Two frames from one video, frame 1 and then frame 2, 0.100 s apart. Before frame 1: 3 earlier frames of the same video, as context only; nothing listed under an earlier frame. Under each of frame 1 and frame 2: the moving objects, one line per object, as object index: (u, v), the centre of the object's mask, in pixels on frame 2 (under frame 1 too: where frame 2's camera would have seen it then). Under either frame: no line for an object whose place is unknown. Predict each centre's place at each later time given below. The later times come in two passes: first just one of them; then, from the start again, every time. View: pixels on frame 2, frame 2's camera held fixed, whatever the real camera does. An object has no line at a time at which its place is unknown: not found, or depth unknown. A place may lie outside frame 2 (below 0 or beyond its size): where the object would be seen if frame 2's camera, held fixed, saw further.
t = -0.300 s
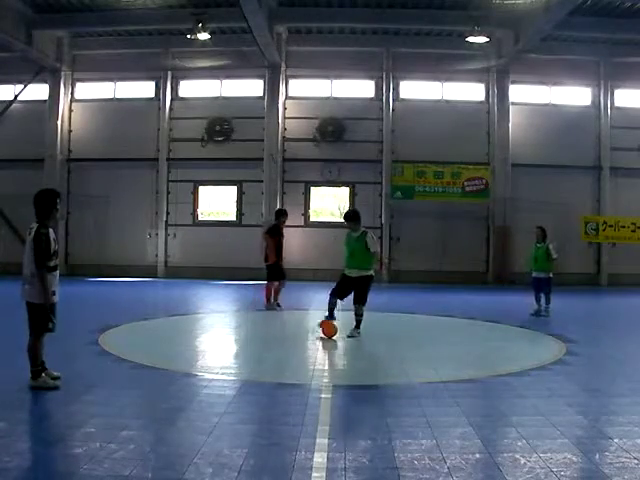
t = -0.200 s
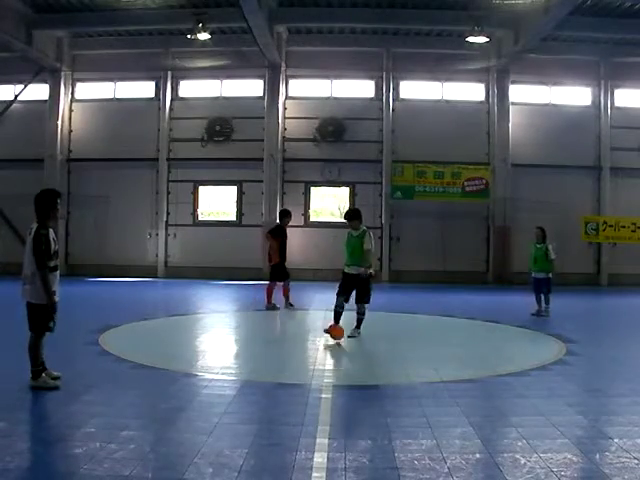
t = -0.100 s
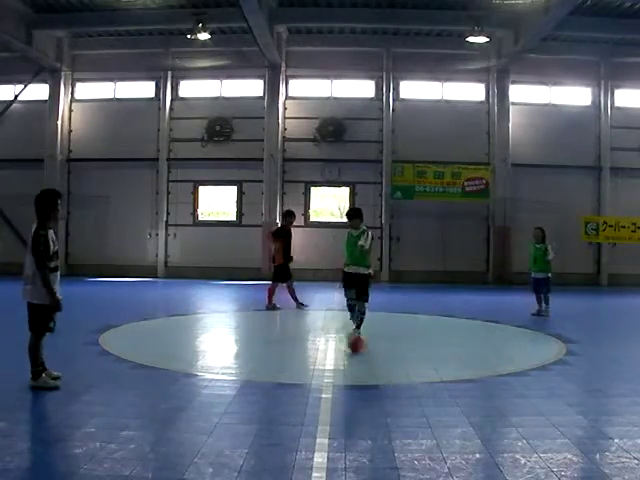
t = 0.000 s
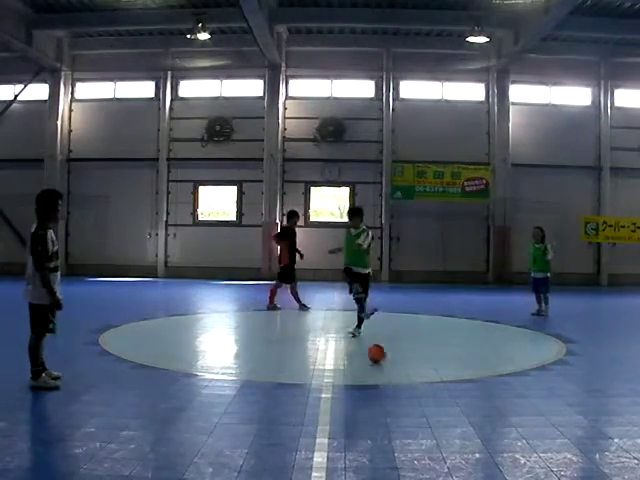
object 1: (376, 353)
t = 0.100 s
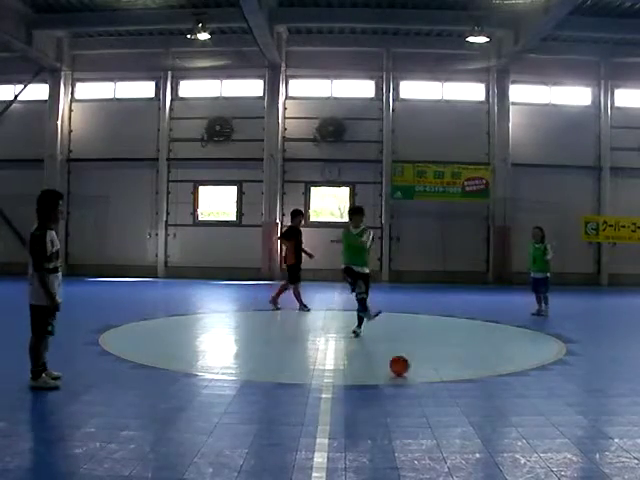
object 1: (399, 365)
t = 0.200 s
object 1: (423, 377)
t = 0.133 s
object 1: (407, 369)
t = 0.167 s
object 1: (415, 373)
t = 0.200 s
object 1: (423, 377)
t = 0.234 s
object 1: (433, 381)
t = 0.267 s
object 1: (440, 386)
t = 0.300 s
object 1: (451, 392)
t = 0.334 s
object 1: (462, 398)
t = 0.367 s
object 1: (475, 406)
